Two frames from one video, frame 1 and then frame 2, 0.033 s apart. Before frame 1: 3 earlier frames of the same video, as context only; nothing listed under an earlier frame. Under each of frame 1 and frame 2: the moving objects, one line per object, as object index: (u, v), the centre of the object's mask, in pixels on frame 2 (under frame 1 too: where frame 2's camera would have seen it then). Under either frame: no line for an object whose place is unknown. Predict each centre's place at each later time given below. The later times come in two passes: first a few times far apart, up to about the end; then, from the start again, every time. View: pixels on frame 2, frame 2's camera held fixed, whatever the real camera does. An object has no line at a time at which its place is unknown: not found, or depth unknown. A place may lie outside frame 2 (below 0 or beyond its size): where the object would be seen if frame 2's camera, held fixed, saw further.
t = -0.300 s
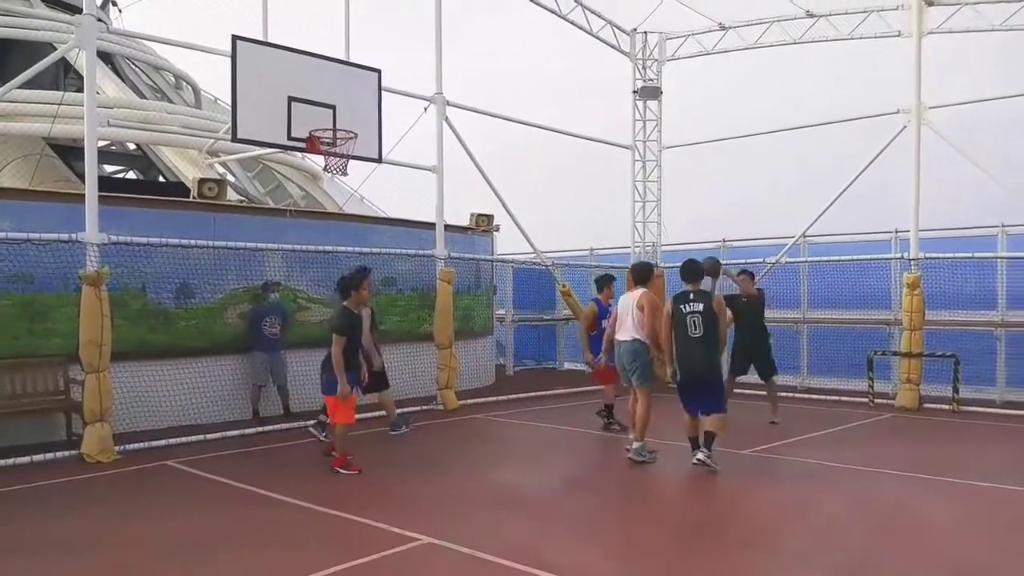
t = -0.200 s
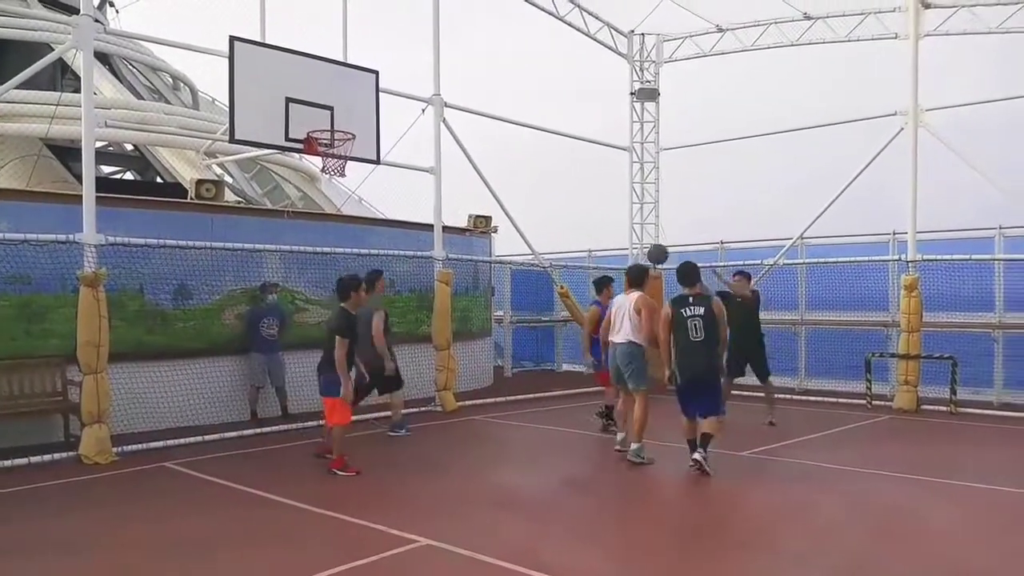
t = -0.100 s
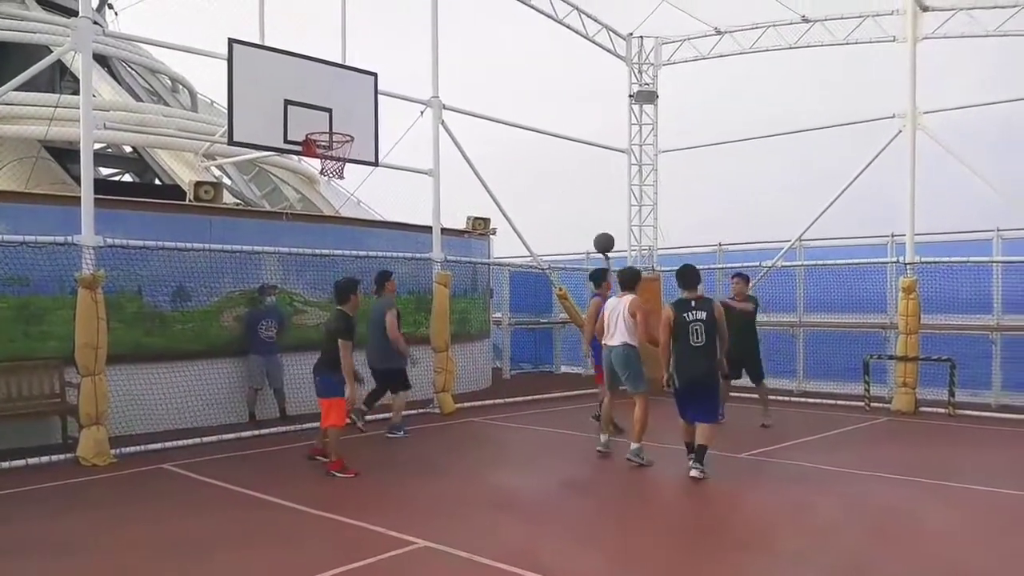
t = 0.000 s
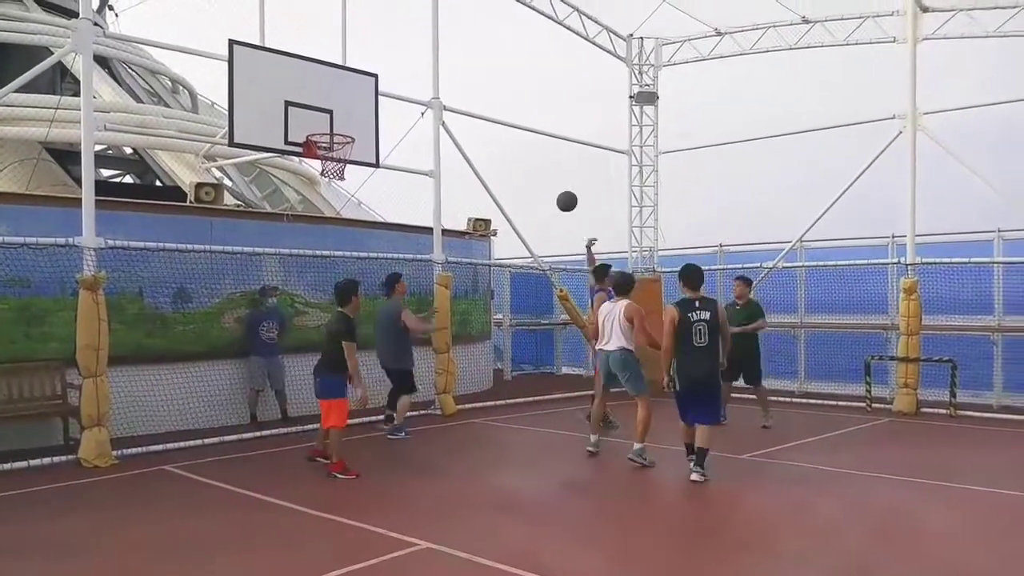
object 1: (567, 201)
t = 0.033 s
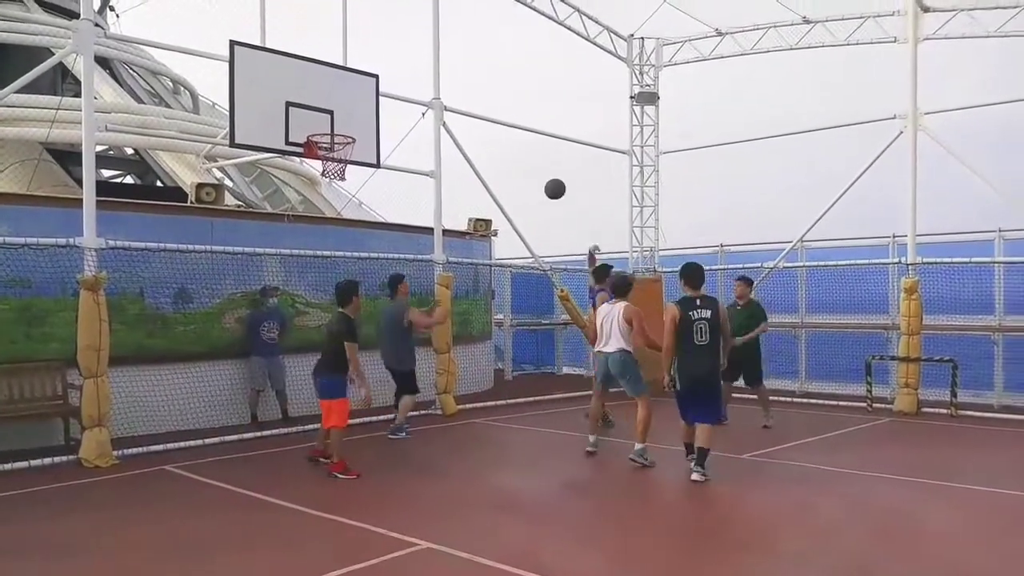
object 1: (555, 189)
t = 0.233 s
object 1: (477, 131)
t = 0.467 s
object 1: (384, 104)
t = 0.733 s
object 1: (293, 130)
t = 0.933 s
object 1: (271, 180)
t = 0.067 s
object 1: (542, 177)
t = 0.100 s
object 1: (529, 166)
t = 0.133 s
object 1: (516, 156)
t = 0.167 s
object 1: (503, 147)
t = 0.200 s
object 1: (490, 138)
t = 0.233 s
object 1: (477, 131)
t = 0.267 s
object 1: (464, 124)
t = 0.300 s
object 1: (451, 119)
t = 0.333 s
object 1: (438, 114)
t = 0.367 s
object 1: (424, 110)
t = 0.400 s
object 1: (410, 107)
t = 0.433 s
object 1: (397, 105)
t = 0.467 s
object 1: (384, 104)
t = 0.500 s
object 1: (370, 106)
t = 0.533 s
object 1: (356, 107)
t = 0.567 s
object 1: (342, 110)
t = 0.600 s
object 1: (328, 113)
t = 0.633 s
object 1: (314, 118)
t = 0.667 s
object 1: (300, 124)
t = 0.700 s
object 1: (297, 127)
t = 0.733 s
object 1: (293, 130)
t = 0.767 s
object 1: (290, 136)
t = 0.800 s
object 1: (287, 142)
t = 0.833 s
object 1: (282, 149)
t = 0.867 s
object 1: (279, 158)
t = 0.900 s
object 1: (275, 168)
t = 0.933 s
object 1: (271, 180)
